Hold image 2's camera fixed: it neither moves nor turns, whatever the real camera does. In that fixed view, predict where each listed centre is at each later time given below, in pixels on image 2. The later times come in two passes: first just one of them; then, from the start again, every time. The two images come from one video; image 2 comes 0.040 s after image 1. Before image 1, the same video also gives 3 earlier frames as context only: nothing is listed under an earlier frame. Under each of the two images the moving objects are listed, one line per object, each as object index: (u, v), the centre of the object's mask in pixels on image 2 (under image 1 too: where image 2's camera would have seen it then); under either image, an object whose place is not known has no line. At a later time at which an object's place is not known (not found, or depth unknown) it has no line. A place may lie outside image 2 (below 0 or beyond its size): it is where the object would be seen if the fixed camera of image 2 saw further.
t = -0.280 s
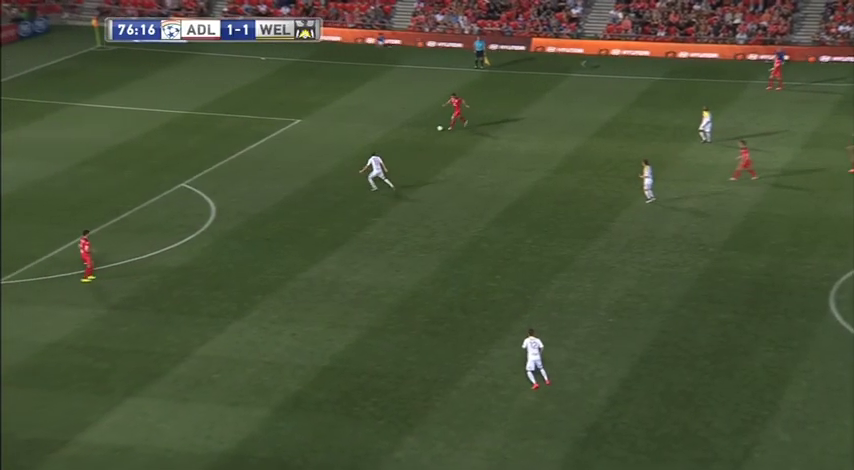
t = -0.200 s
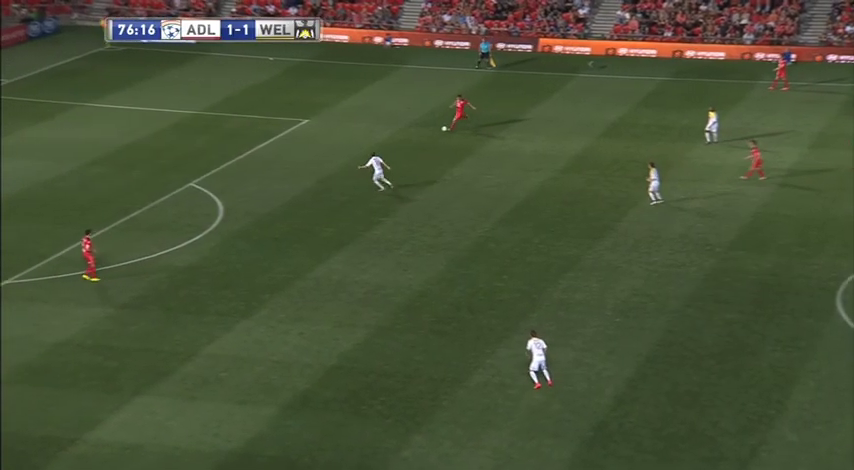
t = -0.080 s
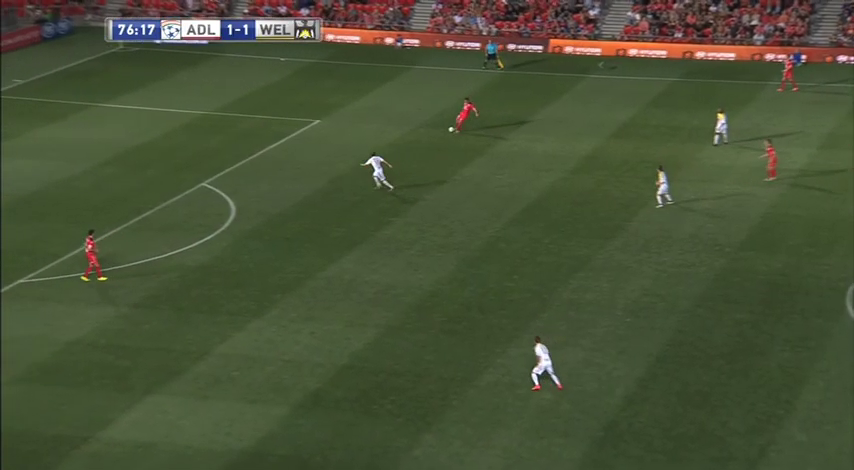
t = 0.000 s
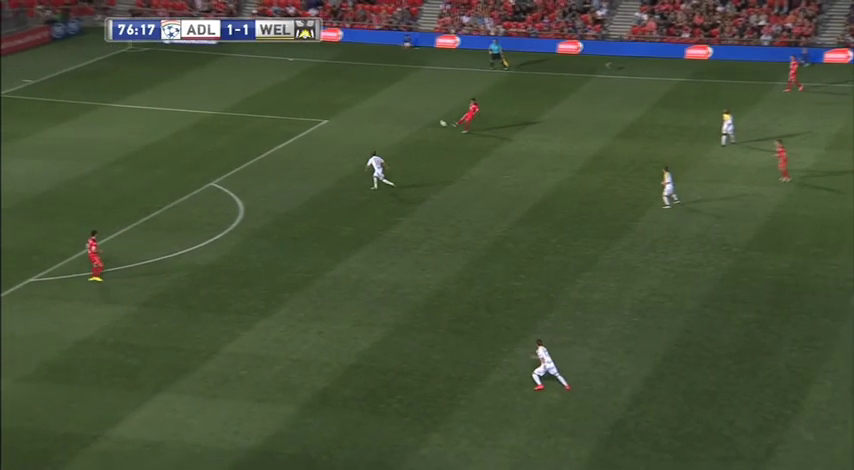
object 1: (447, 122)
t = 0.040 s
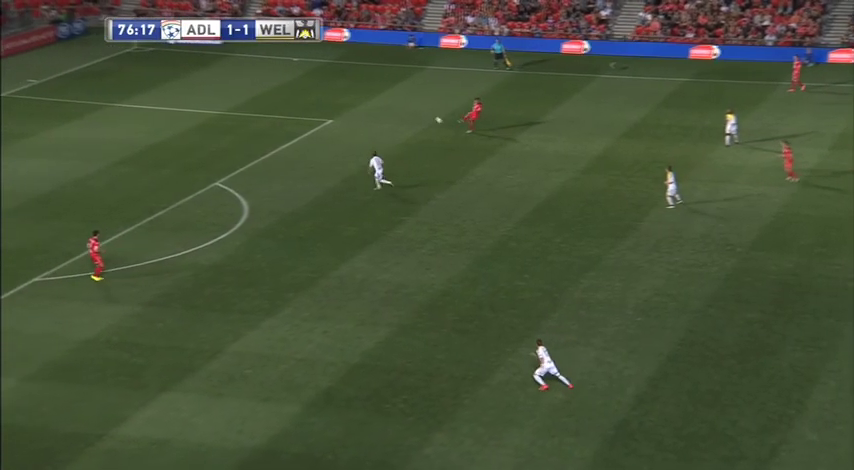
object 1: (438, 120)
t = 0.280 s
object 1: (395, 105)
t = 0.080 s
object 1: (431, 116)
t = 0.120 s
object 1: (423, 114)
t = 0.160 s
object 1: (415, 111)
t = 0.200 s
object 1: (409, 109)
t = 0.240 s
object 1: (402, 107)
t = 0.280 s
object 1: (395, 105)
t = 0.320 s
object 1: (389, 103)
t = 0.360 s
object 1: (383, 102)
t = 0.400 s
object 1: (376, 101)
